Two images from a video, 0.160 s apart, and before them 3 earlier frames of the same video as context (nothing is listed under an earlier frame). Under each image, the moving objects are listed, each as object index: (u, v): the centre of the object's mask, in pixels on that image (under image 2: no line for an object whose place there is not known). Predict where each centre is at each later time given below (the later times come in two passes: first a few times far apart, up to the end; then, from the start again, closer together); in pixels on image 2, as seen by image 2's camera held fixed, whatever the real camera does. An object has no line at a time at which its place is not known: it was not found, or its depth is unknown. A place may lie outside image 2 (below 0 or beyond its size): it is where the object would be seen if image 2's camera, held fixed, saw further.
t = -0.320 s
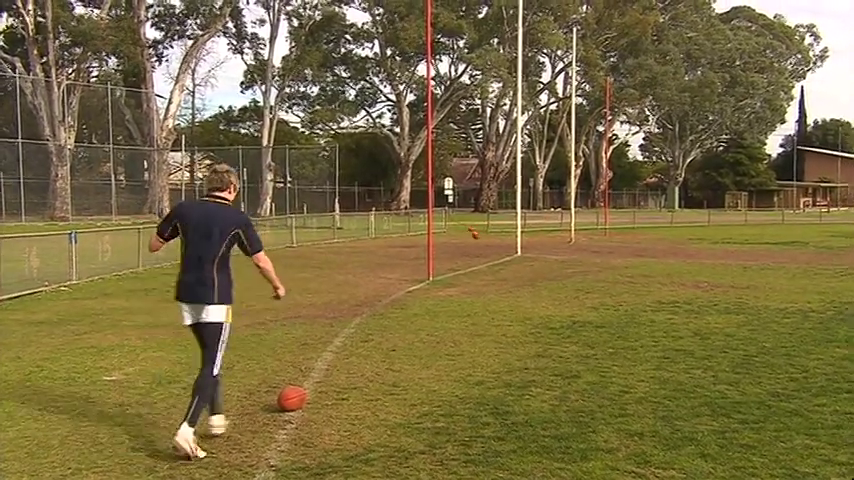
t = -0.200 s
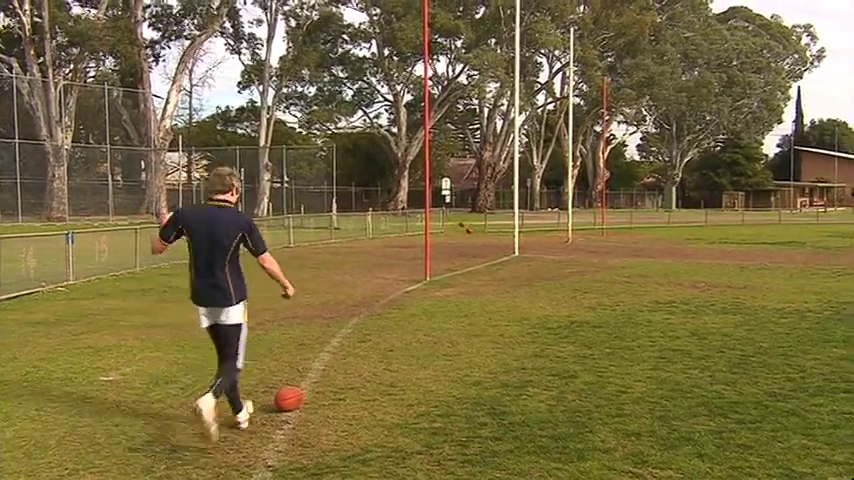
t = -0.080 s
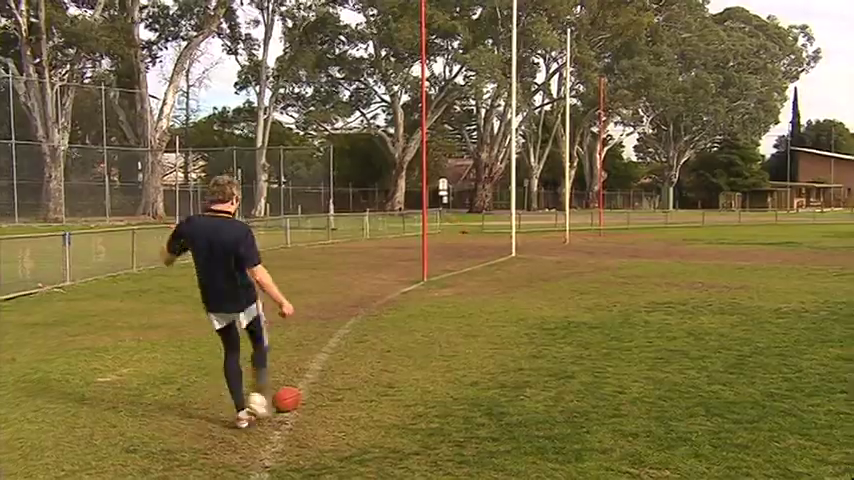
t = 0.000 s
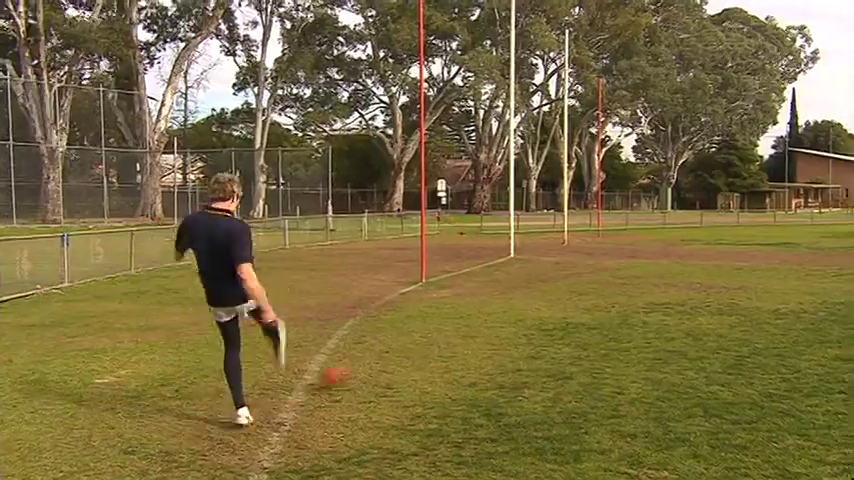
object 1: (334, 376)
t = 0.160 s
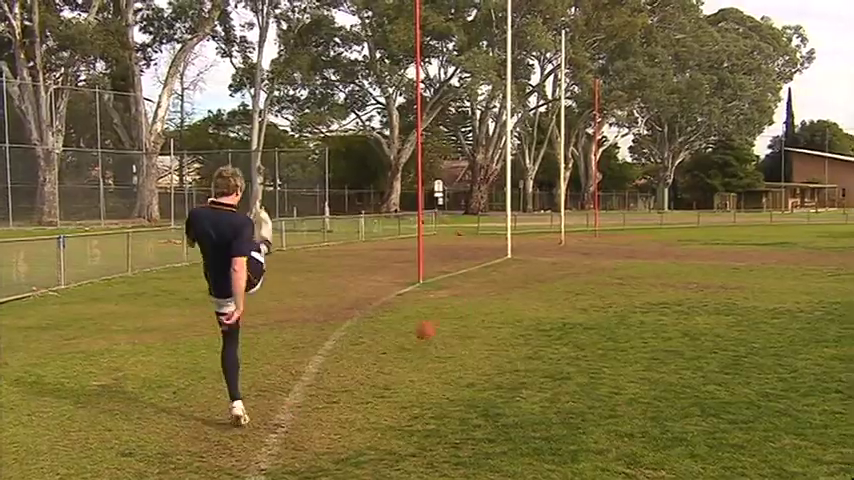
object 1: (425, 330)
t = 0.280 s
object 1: (470, 305)
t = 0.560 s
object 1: (537, 289)
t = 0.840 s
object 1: (563, 254)
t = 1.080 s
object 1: (582, 264)
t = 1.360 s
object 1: (577, 236)
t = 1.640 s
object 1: (568, 230)
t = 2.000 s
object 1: (555, 246)
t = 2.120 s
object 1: (547, 241)
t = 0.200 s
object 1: (442, 318)
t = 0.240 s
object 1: (456, 311)
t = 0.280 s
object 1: (470, 305)
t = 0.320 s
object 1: (482, 301)
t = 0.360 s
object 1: (495, 300)
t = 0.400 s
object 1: (504, 299)
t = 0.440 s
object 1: (514, 300)
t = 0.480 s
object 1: (524, 302)
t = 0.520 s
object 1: (531, 298)
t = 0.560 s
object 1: (537, 289)
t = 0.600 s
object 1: (541, 279)
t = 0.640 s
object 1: (545, 270)
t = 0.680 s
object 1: (548, 265)
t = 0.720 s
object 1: (552, 262)
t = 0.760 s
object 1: (556, 258)
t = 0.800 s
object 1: (560, 255)
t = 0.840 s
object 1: (563, 254)
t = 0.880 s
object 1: (567, 253)
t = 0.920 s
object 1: (570, 254)
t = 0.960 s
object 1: (573, 256)
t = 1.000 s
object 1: (576, 257)
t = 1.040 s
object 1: (579, 260)
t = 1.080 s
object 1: (582, 264)
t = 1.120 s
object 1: (586, 269)
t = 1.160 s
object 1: (584, 268)
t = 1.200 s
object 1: (583, 259)
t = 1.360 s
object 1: (577, 236)
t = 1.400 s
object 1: (577, 233)
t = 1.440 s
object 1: (575, 231)
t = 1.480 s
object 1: (574, 230)
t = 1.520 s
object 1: (572, 229)
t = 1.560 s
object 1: (571, 229)
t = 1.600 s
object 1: (570, 229)
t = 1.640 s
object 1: (568, 230)
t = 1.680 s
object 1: (568, 232)
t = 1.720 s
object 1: (566, 235)
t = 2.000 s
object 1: (555, 246)
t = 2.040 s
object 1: (553, 244)
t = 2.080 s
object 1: (550, 243)
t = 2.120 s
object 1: (547, 241)
